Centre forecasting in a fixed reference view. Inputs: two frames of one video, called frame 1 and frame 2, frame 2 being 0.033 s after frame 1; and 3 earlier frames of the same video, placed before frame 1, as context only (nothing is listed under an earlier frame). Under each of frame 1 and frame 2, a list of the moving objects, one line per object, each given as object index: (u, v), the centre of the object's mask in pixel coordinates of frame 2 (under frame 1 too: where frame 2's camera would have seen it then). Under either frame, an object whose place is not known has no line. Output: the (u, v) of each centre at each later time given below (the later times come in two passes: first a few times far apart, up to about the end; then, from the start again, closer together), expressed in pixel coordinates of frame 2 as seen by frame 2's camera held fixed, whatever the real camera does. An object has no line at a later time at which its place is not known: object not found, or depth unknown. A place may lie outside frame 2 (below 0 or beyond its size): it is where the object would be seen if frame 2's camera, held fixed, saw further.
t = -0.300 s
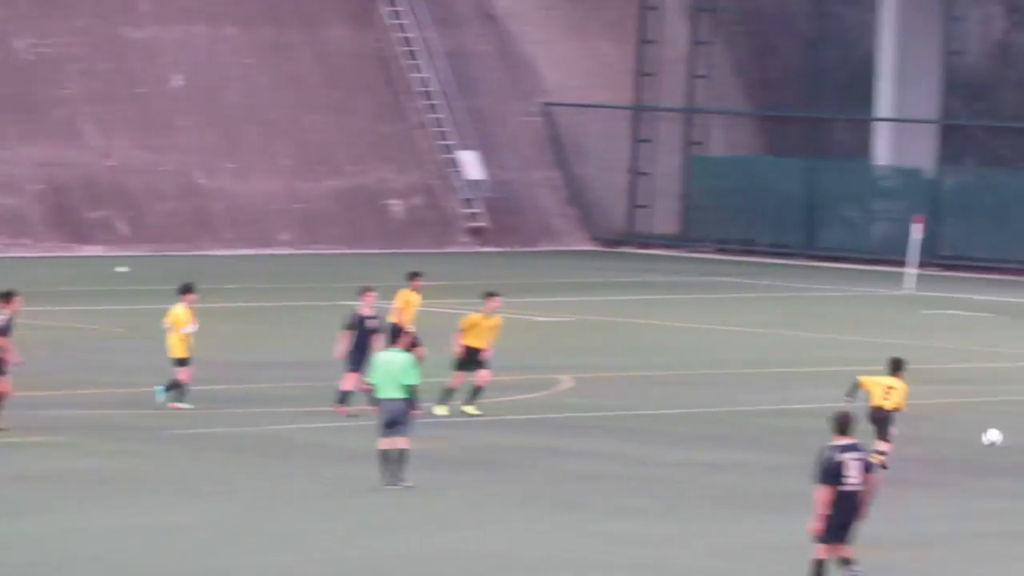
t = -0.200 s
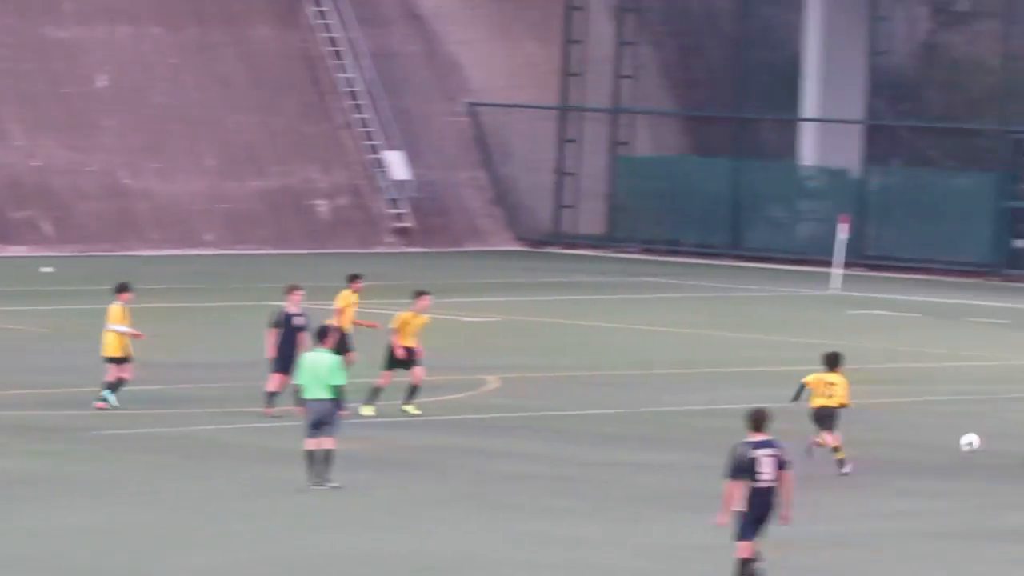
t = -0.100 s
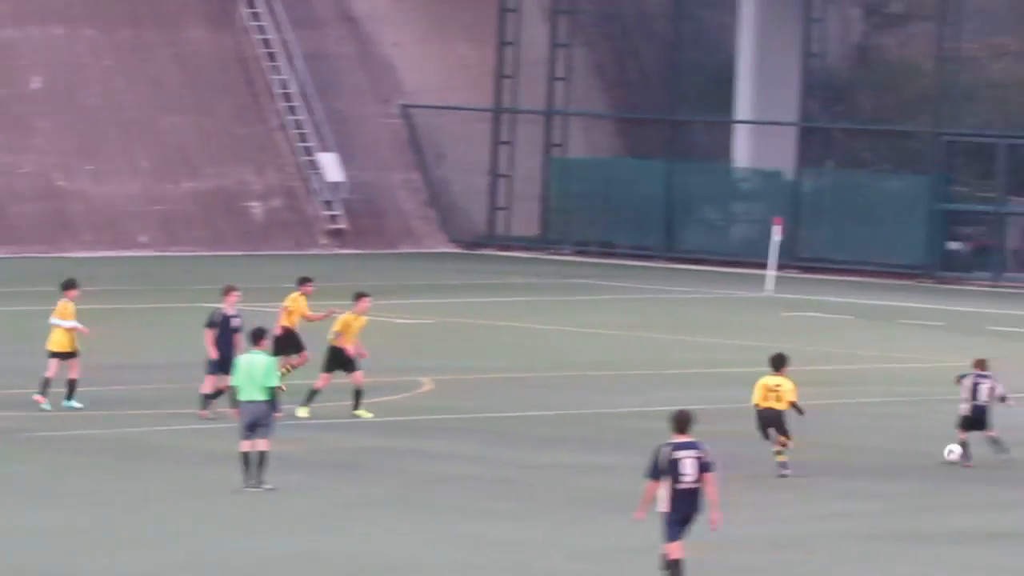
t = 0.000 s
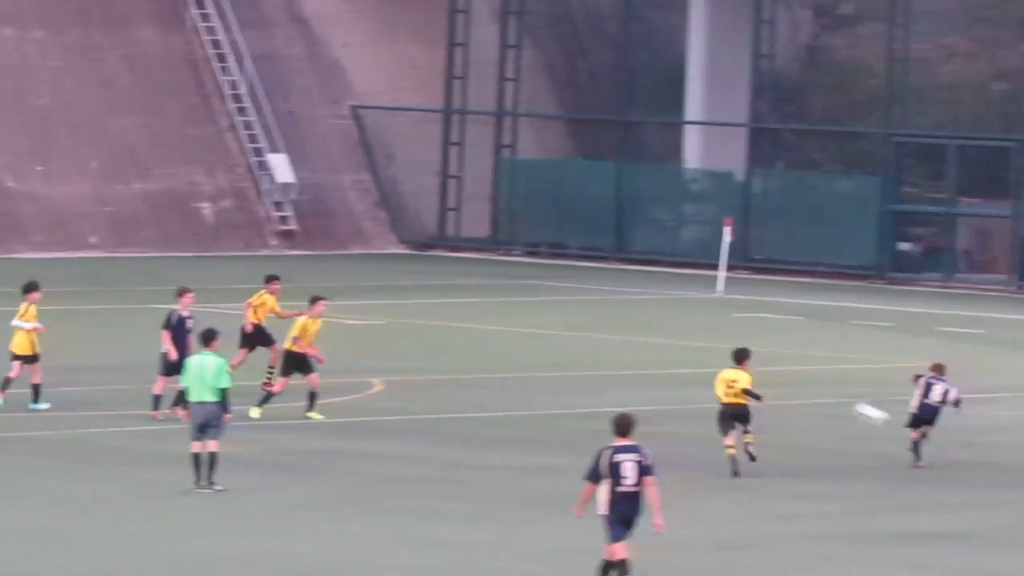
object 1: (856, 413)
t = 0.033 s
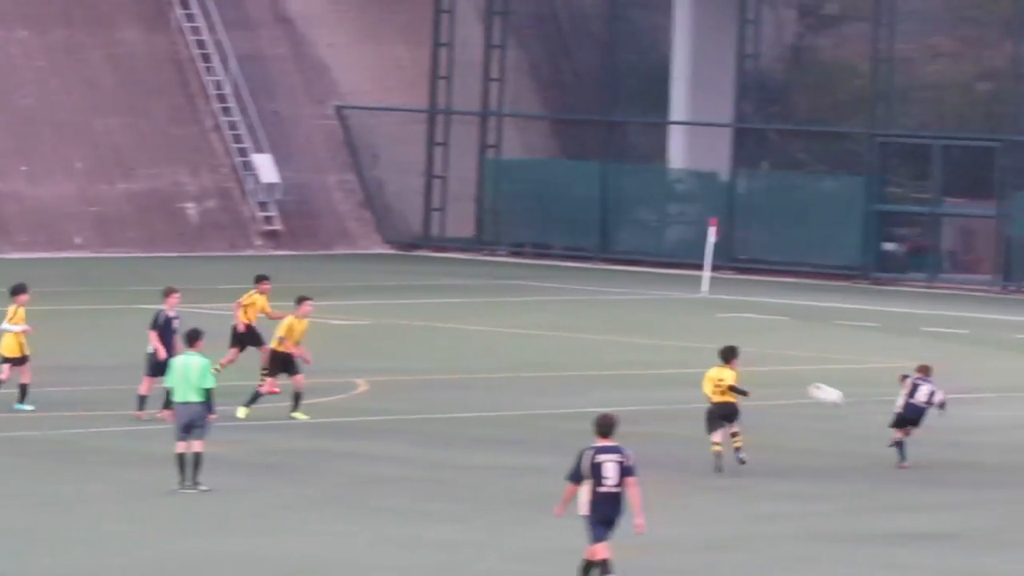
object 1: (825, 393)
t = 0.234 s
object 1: (650, 296)
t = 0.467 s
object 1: (457, 228)
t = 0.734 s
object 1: (244, 201)
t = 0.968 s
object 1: (62, 220)
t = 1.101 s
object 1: (-41, 249)
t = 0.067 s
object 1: (796, 375)
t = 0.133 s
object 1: (736, 339)
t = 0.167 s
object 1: (709, 324)
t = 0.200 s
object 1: (678, 310)
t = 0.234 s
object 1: (650, 296)
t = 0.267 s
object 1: (622, 284)
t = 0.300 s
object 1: (594, 272)
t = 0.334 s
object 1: (566, 261)
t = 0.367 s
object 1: (538, 251)
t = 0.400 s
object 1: (511, 243)
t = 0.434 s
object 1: (484, 234)
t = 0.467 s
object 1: (457, 228)
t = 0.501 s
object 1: (430, 221)
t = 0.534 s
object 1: (403, 215)
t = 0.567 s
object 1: (377, 210)
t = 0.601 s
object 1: (350, 206)
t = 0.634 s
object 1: (324, 204)
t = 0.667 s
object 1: (297, 203)
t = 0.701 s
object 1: (270, 202)
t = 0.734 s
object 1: (244, 201)
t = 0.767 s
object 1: (217, 202)
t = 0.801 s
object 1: (191, 202)
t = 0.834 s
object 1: (165, 205)
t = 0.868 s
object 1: (140, 207)
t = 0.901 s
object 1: (114, 211)
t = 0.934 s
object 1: (88, 215)
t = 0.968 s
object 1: (62, 220)
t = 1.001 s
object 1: (37, 226)
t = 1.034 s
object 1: (11, 233)
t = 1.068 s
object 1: (-15, 241)
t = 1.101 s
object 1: (-41, 249)
